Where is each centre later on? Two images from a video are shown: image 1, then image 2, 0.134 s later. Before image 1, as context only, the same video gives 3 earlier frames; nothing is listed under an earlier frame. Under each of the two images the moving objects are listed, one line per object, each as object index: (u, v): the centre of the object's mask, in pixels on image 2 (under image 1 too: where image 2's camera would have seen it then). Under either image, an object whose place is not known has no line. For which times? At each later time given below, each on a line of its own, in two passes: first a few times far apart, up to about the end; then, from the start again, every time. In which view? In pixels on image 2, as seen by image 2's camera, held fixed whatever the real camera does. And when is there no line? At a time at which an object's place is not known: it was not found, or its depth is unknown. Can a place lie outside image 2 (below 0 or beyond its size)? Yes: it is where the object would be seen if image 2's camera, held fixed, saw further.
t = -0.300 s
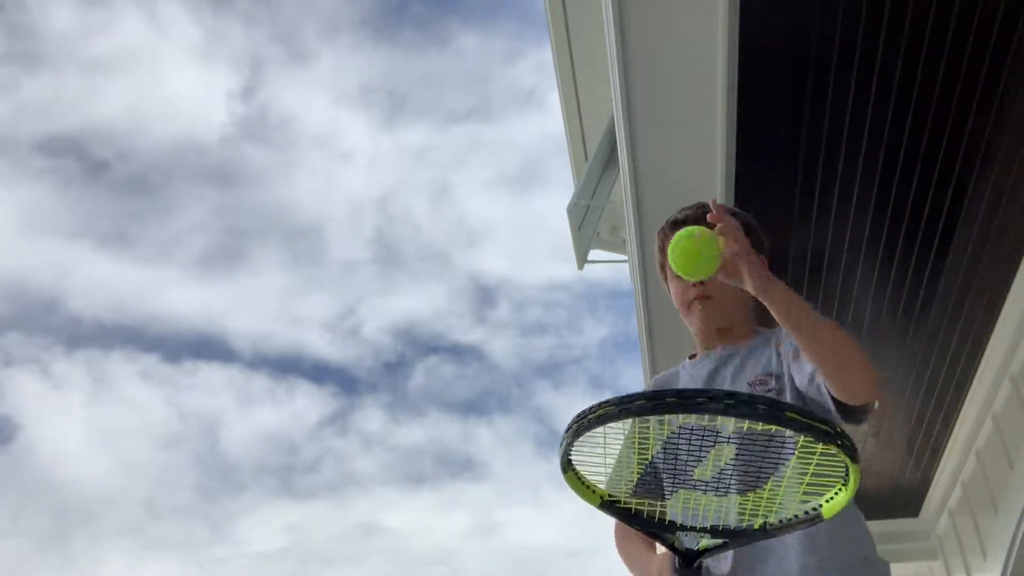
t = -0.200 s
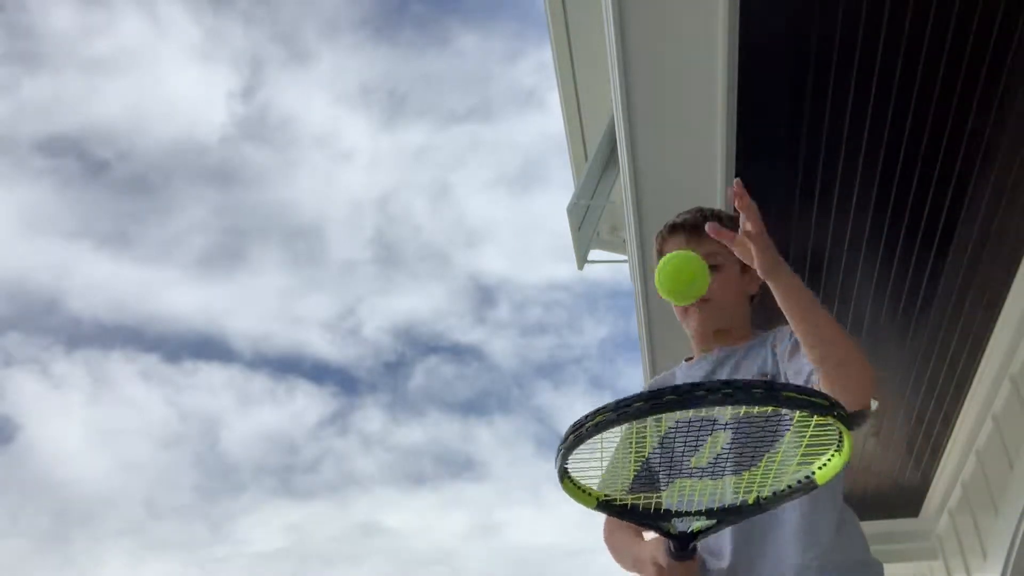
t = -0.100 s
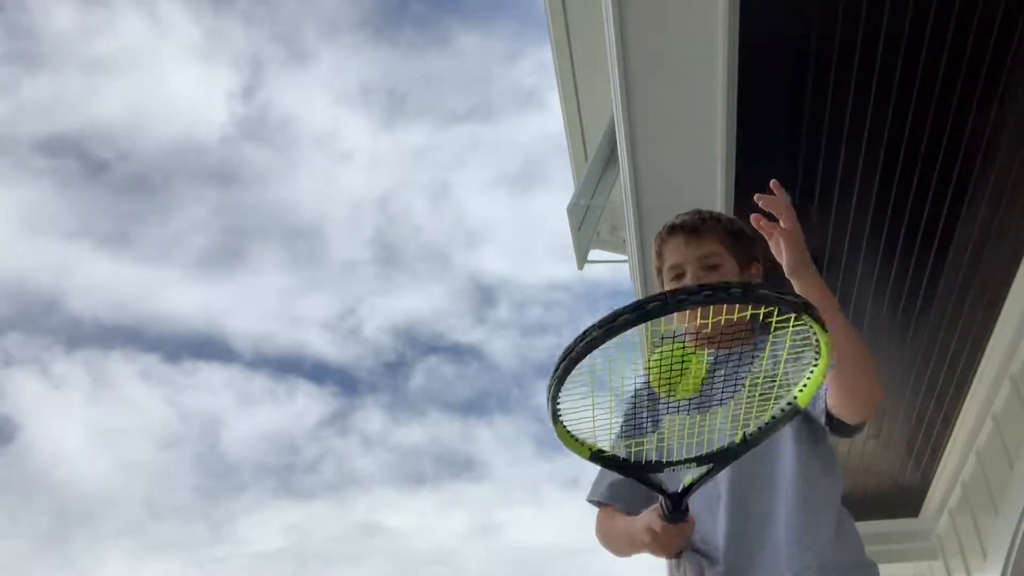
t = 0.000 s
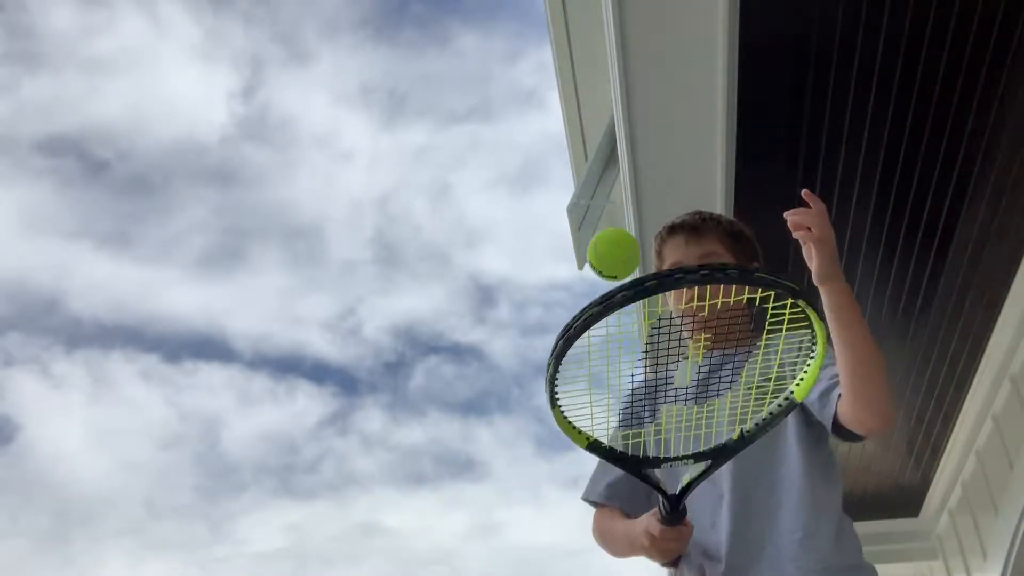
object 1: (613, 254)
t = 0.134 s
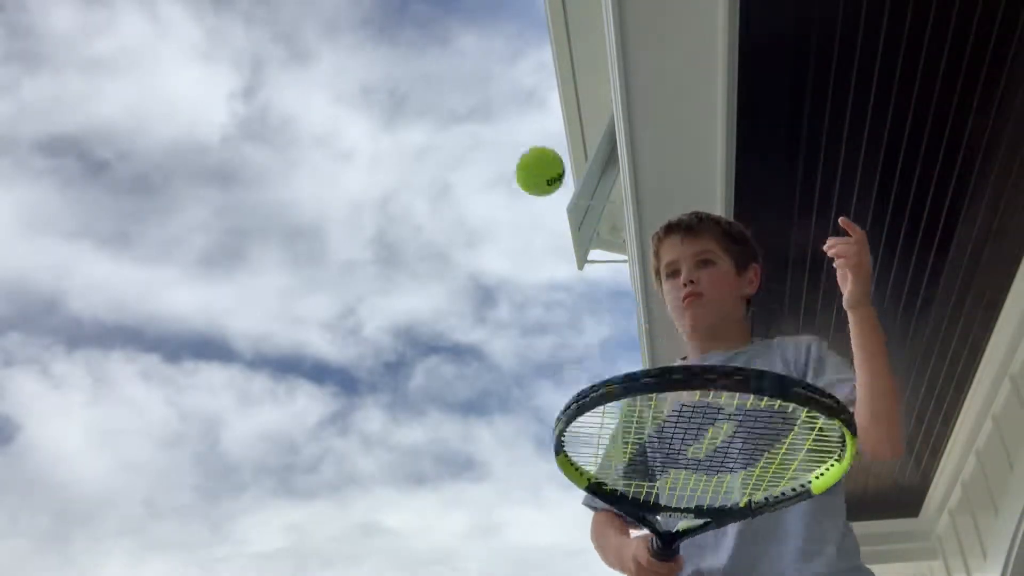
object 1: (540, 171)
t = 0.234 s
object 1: (493, 177)
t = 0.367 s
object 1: (425, 272)
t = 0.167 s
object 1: (524, 167)
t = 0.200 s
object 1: (509, 169)
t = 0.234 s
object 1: (493, 177)
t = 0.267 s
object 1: (476, 191)
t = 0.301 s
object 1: (460, 211)
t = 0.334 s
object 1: (443, 238)
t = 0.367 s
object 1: (425, 272)
